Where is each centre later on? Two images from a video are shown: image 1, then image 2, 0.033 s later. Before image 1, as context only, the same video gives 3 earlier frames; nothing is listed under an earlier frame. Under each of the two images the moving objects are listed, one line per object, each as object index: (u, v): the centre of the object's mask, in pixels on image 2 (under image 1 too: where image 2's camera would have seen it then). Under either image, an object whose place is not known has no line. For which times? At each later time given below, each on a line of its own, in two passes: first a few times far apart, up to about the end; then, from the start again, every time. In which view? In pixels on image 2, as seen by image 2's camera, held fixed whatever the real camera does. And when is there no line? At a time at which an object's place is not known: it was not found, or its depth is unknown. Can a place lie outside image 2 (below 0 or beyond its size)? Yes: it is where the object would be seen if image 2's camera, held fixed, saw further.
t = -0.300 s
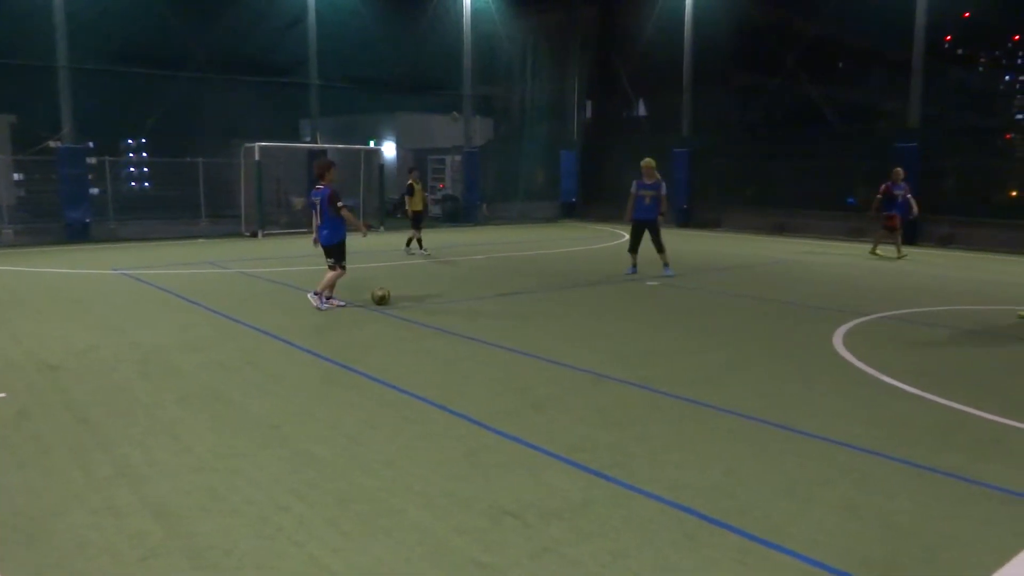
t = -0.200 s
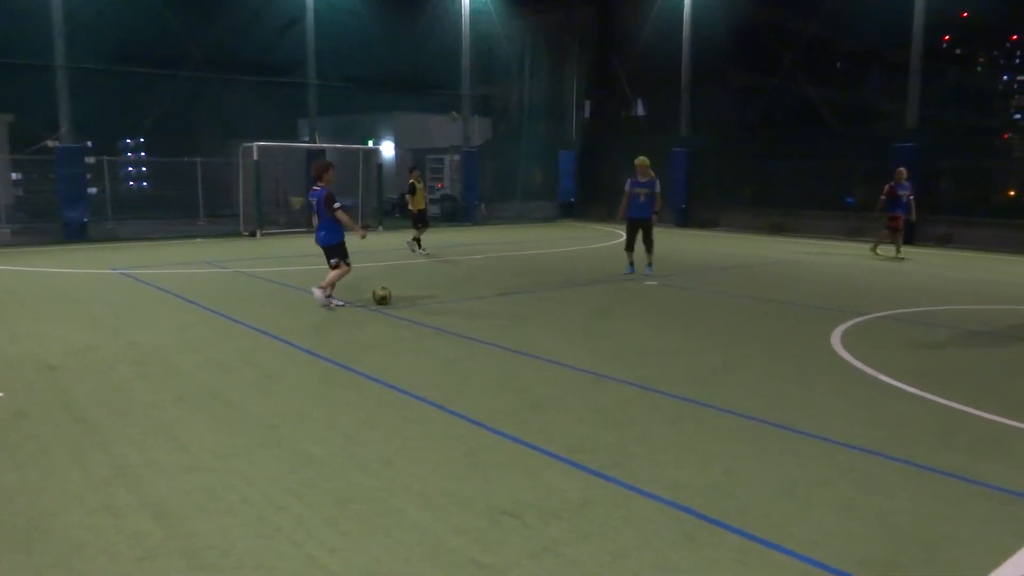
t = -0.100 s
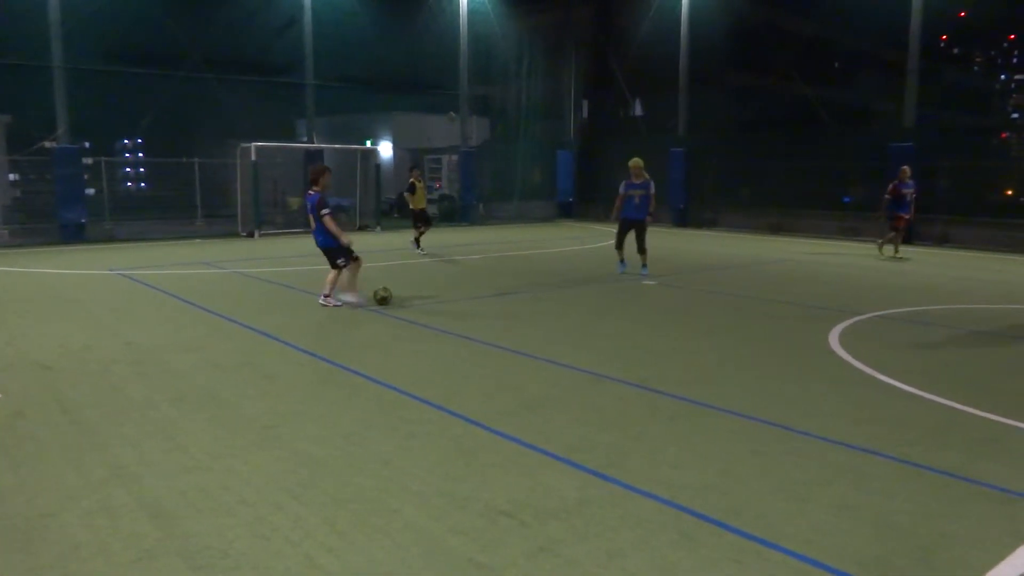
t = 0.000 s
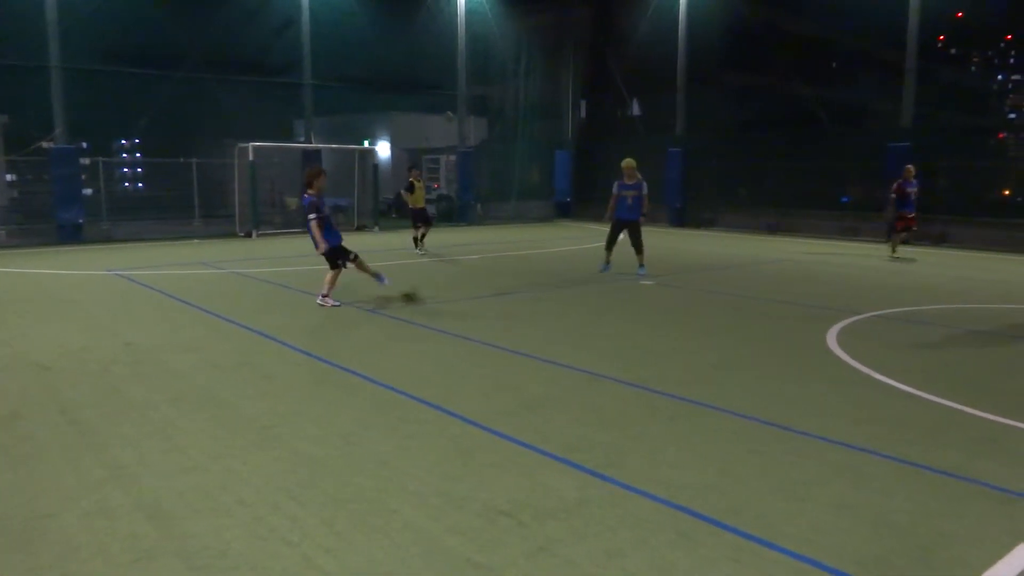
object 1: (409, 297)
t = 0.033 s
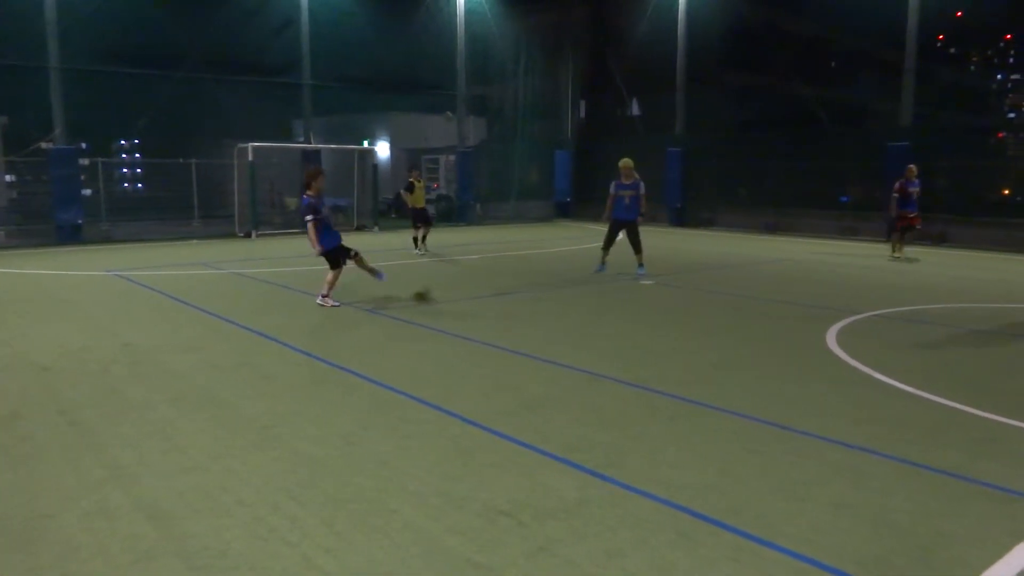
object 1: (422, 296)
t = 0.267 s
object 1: (491, 289)
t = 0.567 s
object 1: (555, 282)
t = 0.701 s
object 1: (581, 278)
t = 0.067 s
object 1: (434, 293)
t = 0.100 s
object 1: (446, 292)
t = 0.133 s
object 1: (457, 292)
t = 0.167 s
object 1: (465, 290)
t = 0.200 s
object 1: (475, 290)
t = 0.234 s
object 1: (484, 289)
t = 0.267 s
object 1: (491, 289)
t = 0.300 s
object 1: (499, 286)
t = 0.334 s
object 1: (506, 286)
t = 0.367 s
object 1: (513, 286)
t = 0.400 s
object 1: (520, 285)
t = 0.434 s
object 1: (528, 285)
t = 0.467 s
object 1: (534, 284)
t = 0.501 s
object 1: (541, 283)
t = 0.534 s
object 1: (548, 283)
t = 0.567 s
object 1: (555, 282)
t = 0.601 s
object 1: (562, 281)
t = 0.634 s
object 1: (569, 281)
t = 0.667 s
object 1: (575, 280)
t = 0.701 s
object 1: (581, 278)
